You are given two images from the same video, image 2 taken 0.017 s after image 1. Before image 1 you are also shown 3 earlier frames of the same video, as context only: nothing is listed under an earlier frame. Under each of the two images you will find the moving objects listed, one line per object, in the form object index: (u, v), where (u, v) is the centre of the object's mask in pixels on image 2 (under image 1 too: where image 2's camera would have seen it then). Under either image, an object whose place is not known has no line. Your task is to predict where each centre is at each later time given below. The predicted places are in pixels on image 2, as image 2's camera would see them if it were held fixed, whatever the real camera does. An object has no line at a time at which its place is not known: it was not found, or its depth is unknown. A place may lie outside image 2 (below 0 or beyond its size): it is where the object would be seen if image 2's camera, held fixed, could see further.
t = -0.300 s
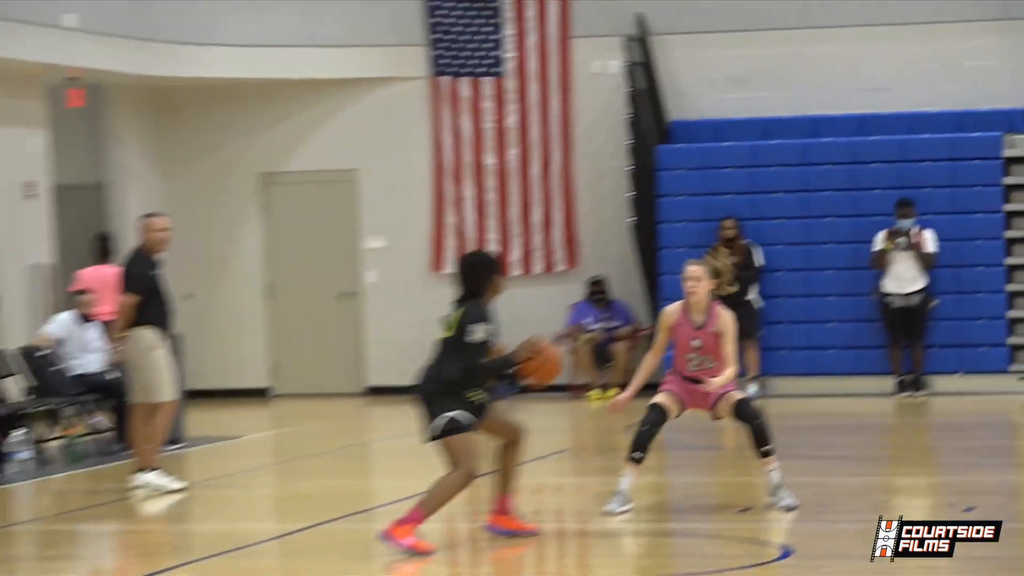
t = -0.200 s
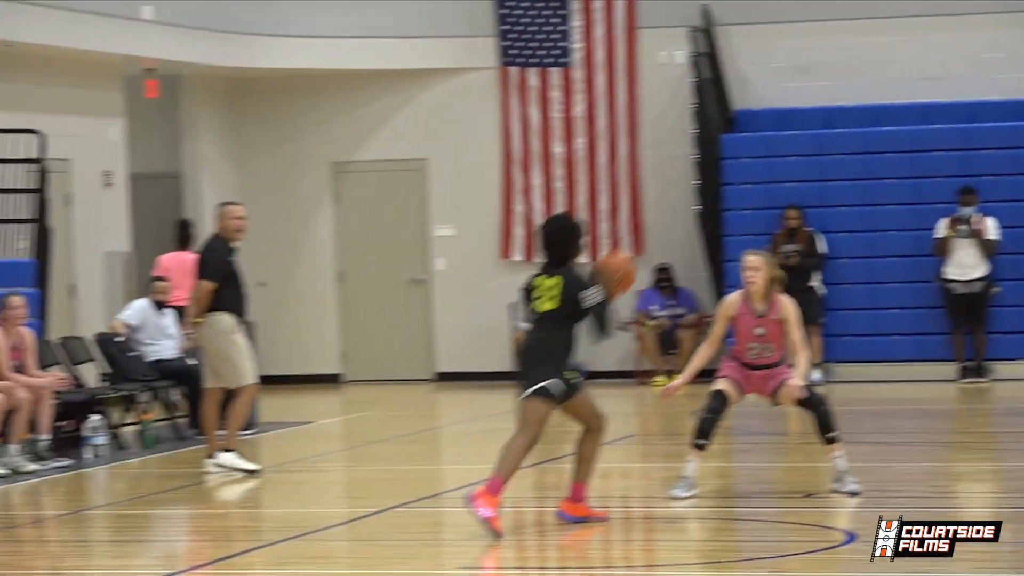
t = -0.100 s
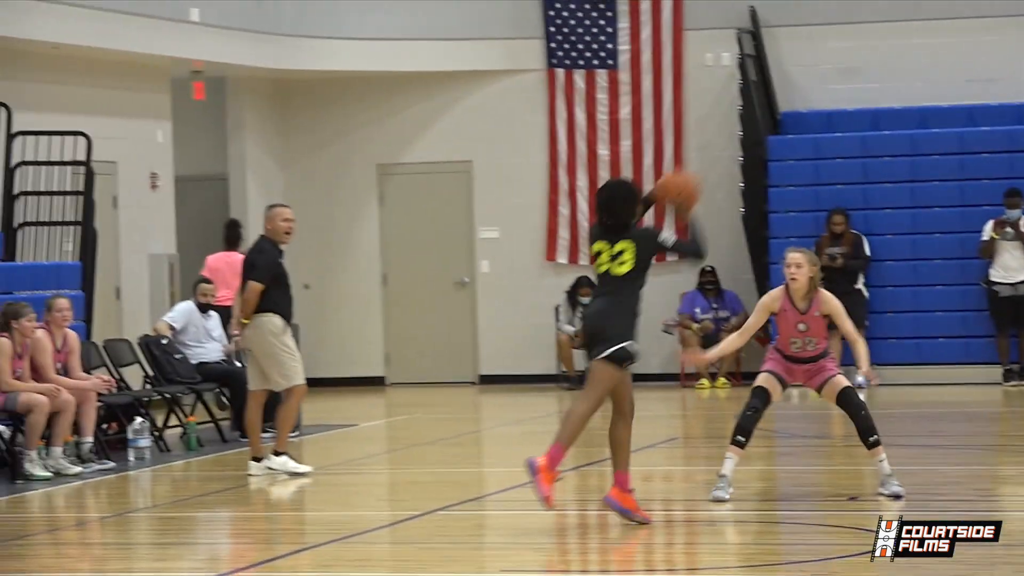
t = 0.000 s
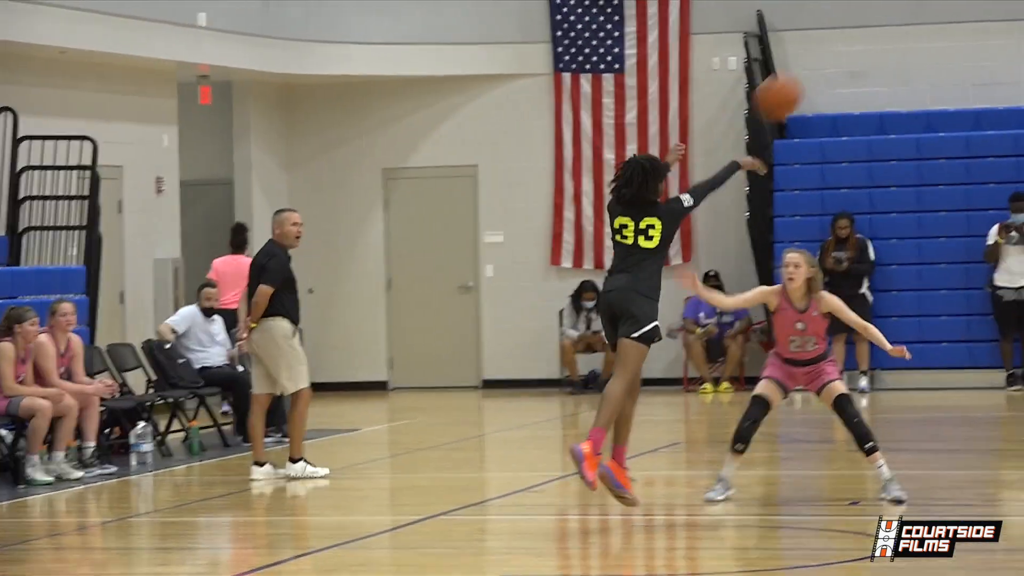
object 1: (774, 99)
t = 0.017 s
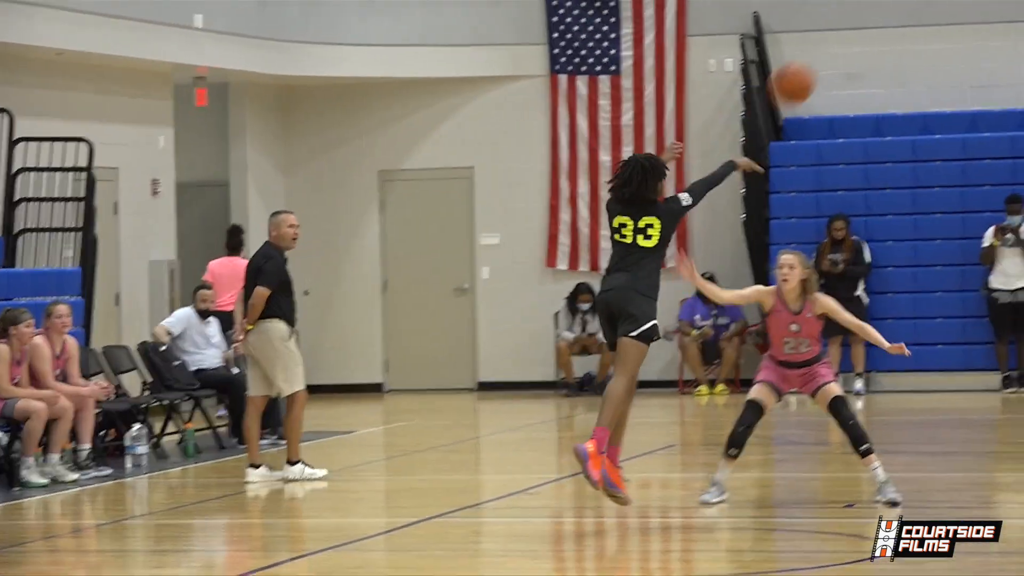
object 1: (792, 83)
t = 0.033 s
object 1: (812, 68)
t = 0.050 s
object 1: (828, 55)
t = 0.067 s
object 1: (846, 44)
